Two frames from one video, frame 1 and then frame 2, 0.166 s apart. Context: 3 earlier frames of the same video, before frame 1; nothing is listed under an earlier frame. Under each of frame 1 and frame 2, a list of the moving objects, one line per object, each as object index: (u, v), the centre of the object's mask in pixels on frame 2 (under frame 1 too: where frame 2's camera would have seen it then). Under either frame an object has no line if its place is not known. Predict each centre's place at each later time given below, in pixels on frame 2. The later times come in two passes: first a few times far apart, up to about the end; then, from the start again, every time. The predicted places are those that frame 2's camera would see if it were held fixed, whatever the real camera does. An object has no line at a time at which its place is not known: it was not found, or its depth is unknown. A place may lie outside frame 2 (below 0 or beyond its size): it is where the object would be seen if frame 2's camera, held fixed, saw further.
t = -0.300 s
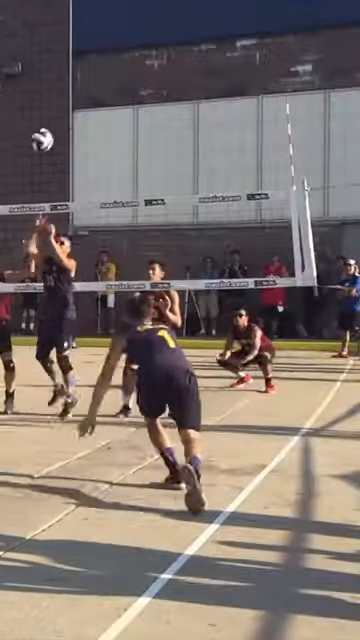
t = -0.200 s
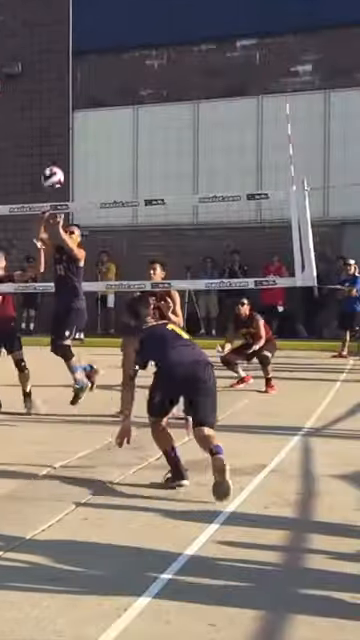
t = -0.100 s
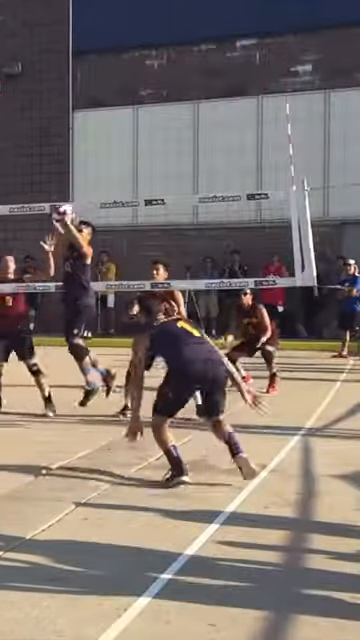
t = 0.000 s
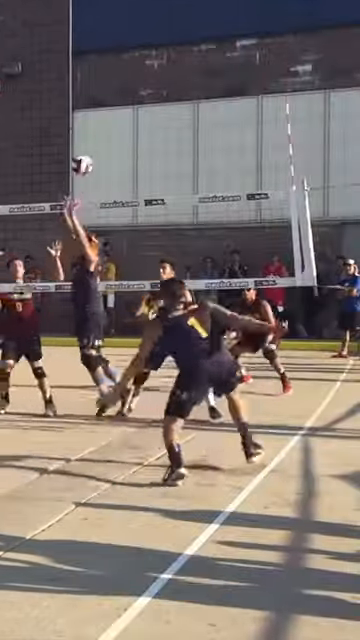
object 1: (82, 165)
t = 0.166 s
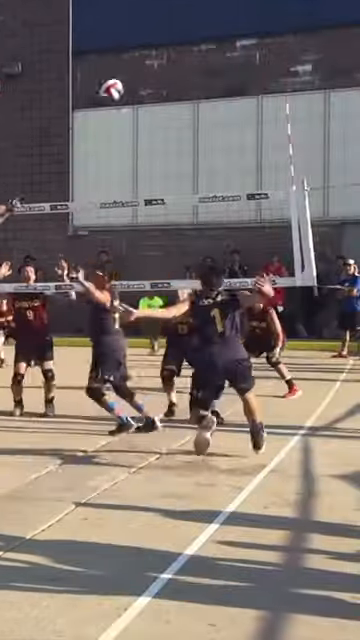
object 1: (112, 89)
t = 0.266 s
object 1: (130, 56)
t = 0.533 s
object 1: (178, 18)
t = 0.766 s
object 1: (221, 44)
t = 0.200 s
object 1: (118, 77)
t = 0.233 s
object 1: (123, 66)
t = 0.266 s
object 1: (130, 56)
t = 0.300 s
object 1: (137, 47)
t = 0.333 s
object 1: (142, 39)
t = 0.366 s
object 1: (149, 33)
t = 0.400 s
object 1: (154, 28)
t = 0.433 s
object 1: (160, 23)
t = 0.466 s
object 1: (166, 21)
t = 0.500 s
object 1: (172, 19)
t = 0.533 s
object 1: (178, 18)
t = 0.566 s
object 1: (184, 19)
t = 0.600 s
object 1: (190, 19)
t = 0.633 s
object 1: (196, 22)
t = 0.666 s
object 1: (203, 25)
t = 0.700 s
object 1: (209, 30)
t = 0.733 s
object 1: (215, 36)
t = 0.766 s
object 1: (221, 44)
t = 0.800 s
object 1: (226, 52)
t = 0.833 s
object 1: (233, 62)
